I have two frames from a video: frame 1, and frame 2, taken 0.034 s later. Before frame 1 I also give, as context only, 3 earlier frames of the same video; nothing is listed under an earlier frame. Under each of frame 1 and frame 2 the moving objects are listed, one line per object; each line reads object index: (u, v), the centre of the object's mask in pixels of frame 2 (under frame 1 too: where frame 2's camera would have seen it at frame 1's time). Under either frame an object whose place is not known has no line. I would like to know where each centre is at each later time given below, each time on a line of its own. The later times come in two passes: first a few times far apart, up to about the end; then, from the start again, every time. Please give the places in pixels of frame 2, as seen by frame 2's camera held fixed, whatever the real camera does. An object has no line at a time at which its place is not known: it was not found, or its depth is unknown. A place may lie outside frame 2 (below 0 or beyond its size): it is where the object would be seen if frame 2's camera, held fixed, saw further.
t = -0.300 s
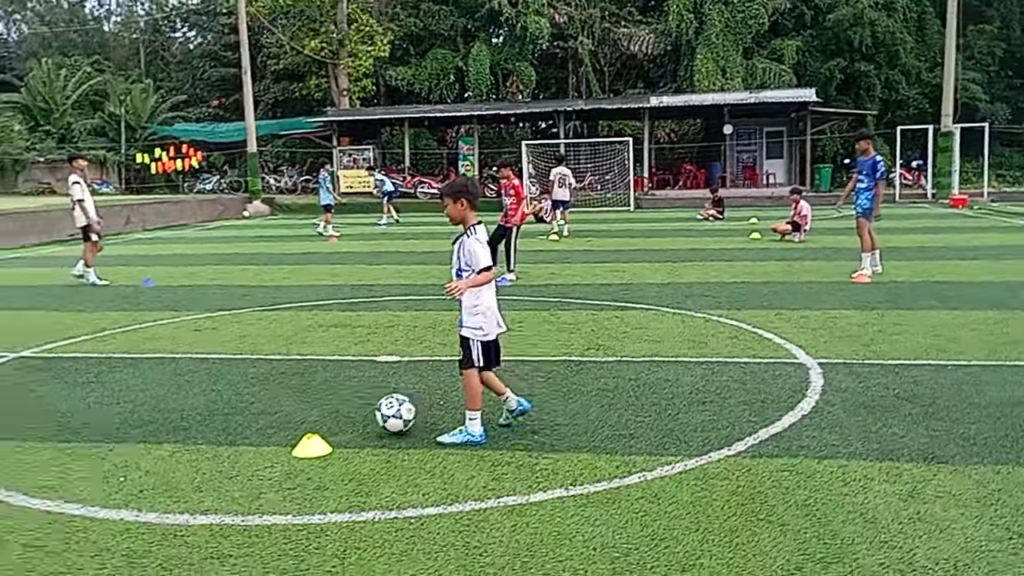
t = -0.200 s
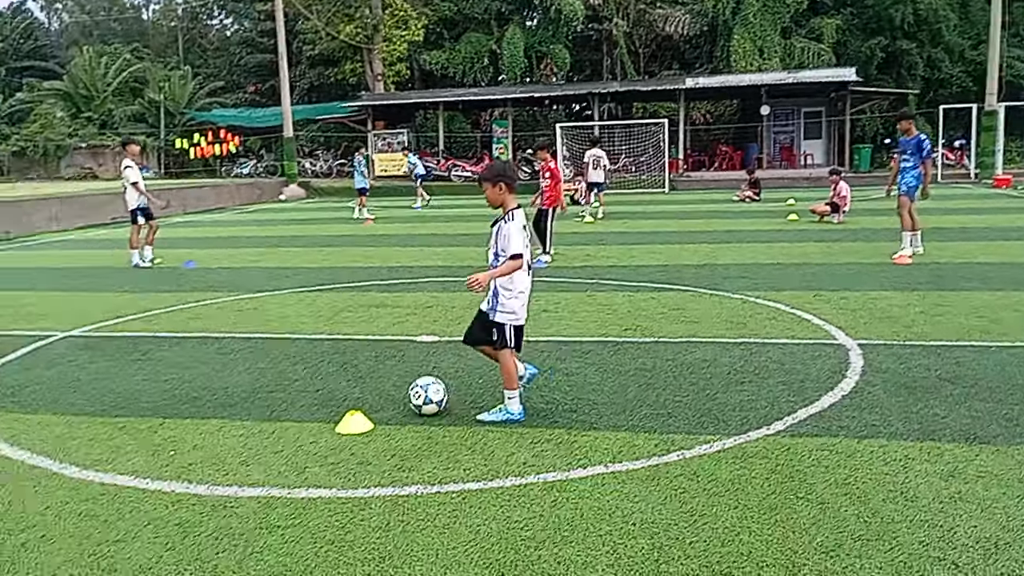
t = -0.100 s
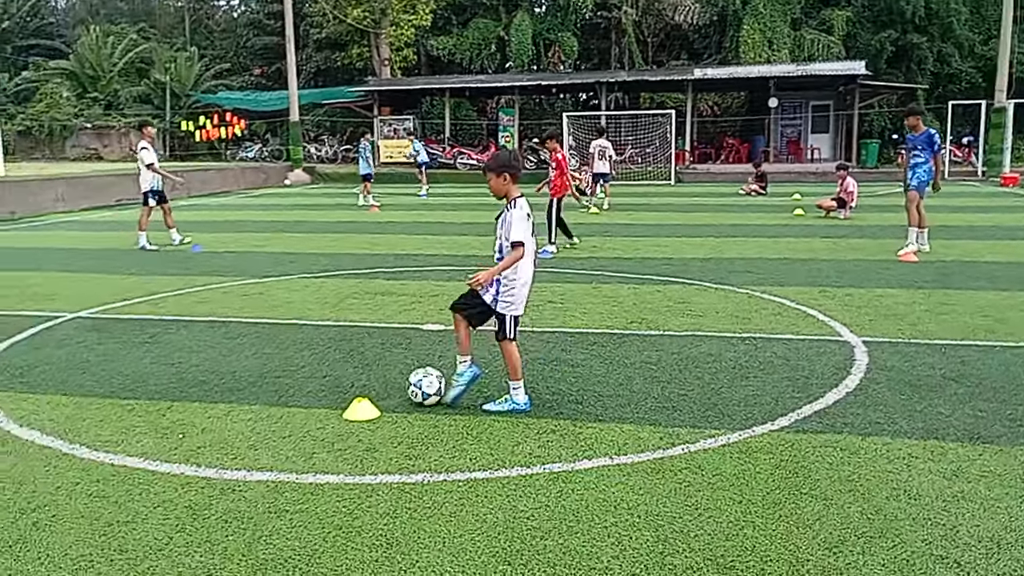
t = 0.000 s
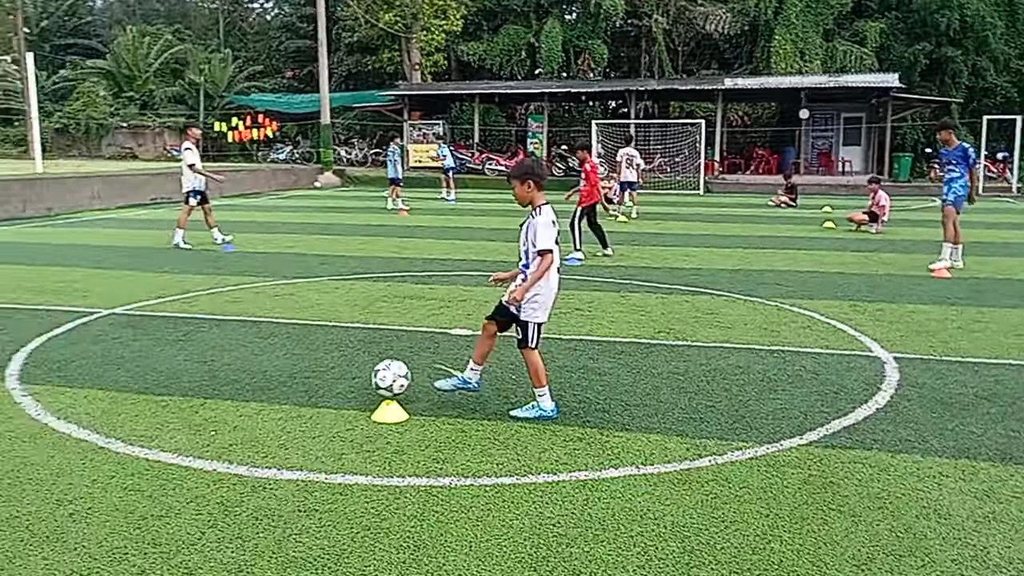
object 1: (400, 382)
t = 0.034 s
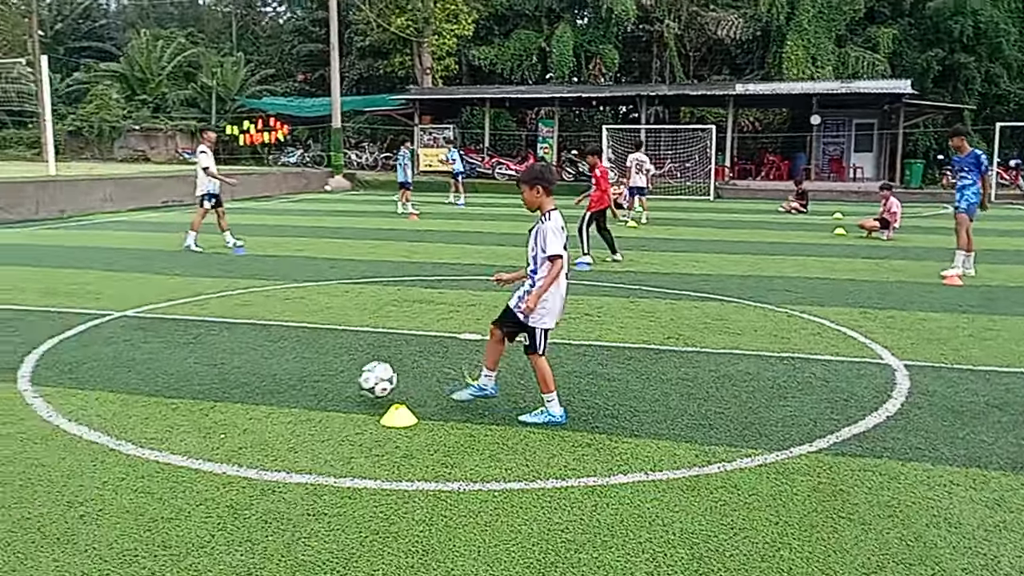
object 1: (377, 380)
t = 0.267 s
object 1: (250, 371)
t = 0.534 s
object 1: (151, 362)
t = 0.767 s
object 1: (86, 354)
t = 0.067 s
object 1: (355, 379)
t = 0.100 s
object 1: (333, 380)
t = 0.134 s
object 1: (314, 378)
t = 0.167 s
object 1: (298, 374)
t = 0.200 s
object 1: (282, 371)
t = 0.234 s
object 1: (266, 370)
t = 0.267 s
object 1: (250, 371)
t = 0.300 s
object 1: (236, 372)
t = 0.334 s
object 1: (224, 368)
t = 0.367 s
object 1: (213, 366)
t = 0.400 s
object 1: (201, 366)
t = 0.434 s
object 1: (181, 364)
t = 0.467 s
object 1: (171, 363)
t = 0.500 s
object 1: (161, 363)
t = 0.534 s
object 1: (151, 362)
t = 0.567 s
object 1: (142, 360)
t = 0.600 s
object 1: (132, 359)
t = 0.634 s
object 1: (123, 358)
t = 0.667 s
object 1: (114, 357)
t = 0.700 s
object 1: (105, 356)
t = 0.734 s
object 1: (96, 355)
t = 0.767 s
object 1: (86, 354)
